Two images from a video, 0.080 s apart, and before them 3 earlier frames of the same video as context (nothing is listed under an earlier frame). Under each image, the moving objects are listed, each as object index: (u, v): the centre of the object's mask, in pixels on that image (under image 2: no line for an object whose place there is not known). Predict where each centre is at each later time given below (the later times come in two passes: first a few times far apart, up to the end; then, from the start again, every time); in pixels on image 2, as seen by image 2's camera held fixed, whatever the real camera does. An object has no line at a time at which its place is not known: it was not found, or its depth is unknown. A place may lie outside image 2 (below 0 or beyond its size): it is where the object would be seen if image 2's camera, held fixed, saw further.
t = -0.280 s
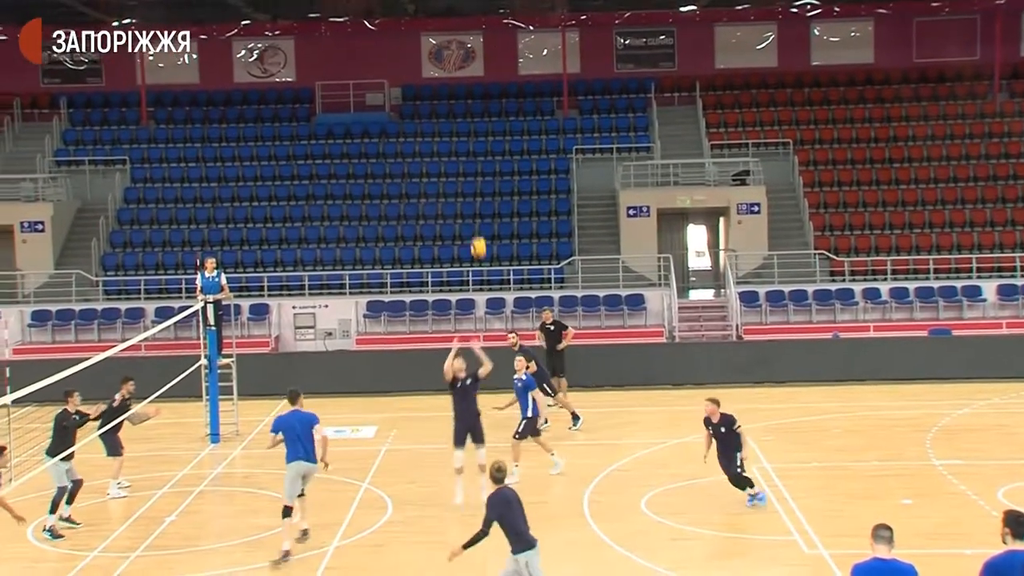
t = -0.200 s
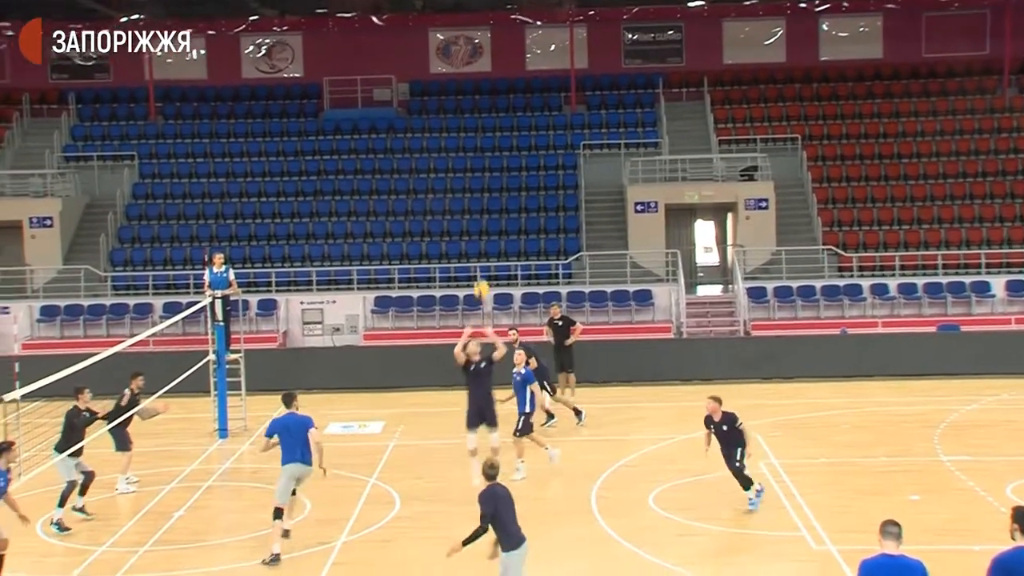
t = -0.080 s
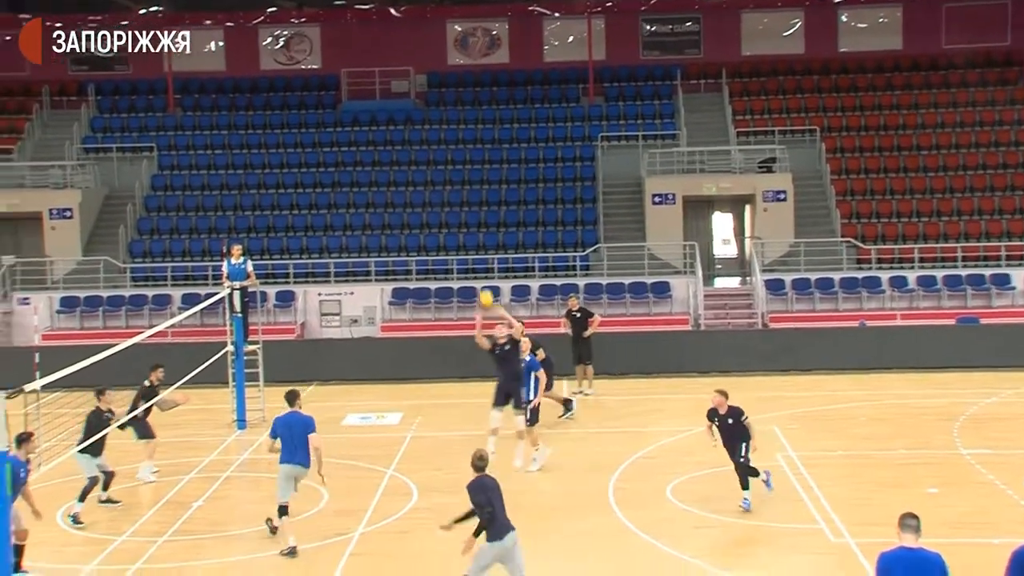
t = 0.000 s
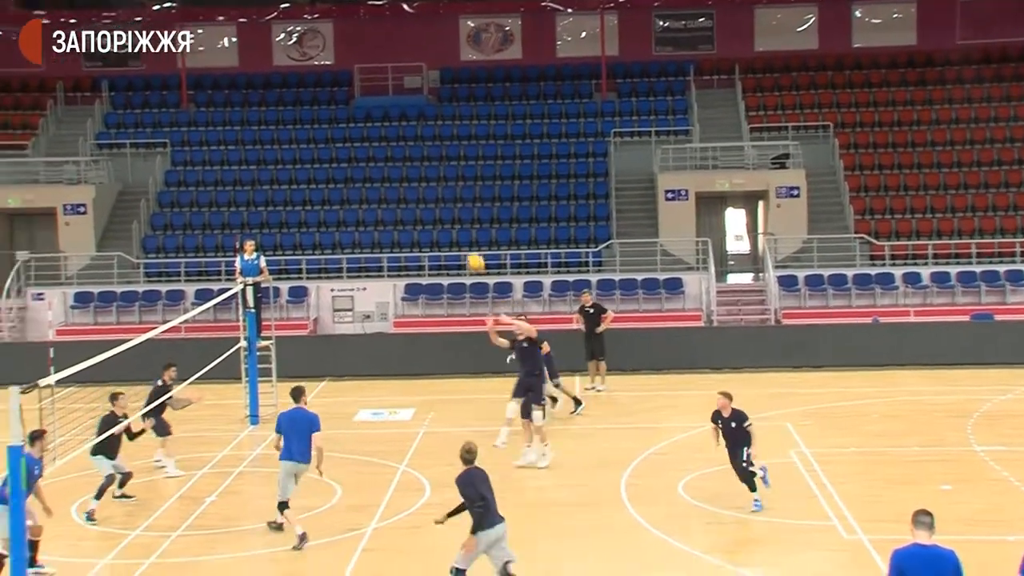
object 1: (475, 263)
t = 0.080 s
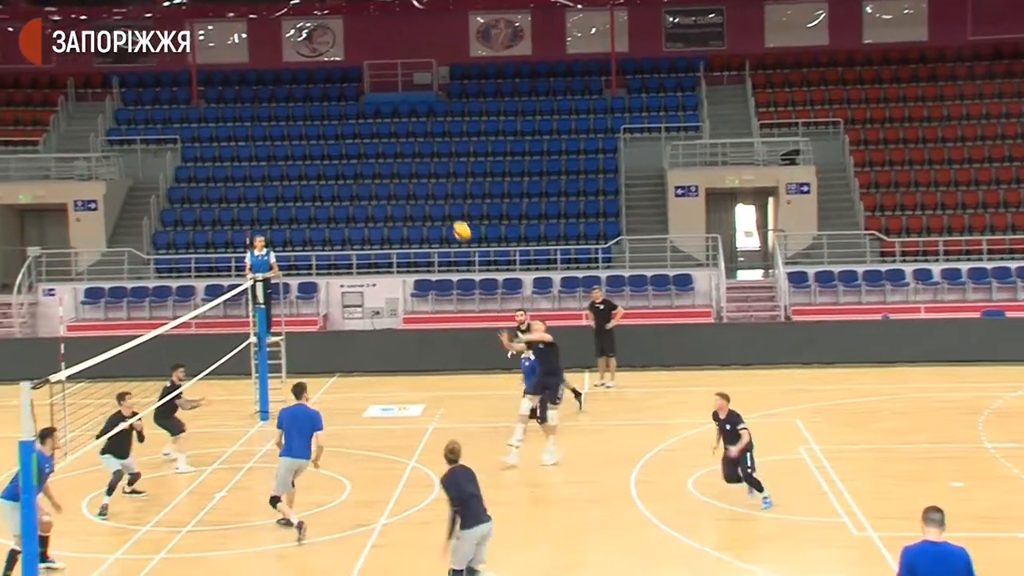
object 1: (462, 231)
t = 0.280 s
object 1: (402, 180)
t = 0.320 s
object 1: (390, 173)
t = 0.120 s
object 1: (449, 218)
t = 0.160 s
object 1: (438, 208)
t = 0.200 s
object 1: (426, 197)
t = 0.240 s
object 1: (414, 188)
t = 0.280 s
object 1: (402, 180)
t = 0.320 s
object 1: (390, 173)
